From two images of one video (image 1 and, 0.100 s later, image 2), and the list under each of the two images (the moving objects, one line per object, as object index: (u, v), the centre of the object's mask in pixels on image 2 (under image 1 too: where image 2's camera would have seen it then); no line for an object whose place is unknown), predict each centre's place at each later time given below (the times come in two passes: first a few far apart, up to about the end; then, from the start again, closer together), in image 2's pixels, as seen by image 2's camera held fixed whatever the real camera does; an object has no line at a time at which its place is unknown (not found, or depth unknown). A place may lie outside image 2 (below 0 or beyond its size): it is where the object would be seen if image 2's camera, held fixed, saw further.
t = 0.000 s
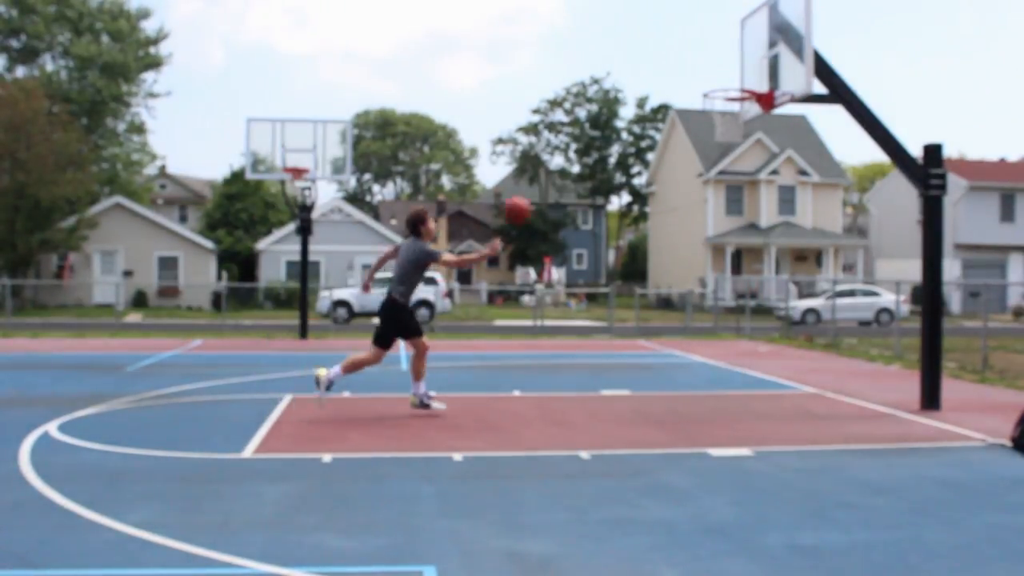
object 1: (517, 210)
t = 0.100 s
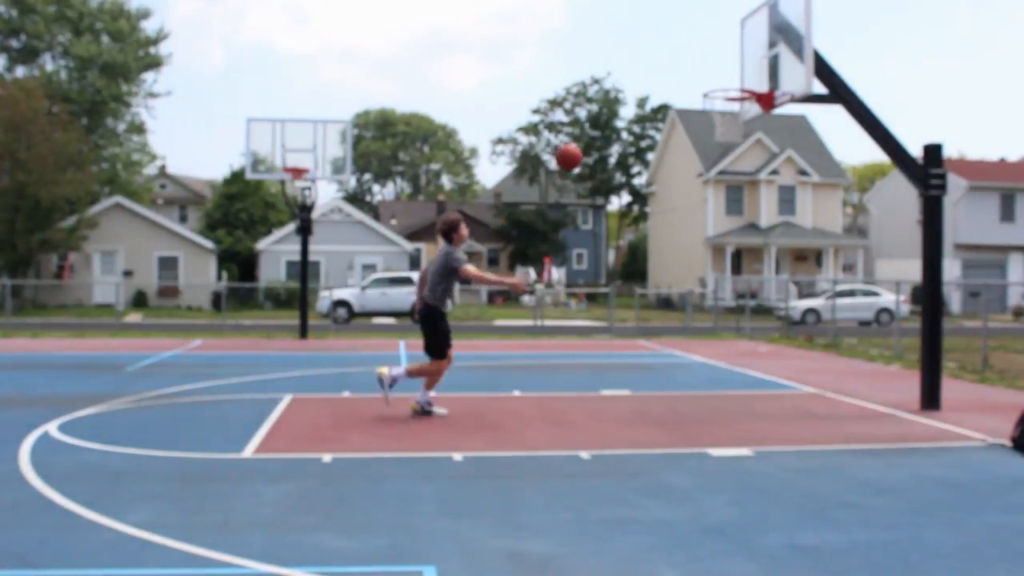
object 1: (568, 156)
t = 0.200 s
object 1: (617, 116)
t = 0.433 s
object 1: (726, 65)
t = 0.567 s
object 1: (750, 60)
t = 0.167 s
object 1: (602, 128)
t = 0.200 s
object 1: (617, 116)
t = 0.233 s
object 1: (633, 106)
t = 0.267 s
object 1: (650, 96)
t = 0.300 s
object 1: (665, 87)
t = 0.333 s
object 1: (681, 80)
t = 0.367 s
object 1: (696, 73)
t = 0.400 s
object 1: (711, 69)
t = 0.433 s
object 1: (726, 65)
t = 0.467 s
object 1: (741, 63)
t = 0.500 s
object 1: (756, 61)
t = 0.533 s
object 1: (761, 60)
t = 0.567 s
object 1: (750, 60)
